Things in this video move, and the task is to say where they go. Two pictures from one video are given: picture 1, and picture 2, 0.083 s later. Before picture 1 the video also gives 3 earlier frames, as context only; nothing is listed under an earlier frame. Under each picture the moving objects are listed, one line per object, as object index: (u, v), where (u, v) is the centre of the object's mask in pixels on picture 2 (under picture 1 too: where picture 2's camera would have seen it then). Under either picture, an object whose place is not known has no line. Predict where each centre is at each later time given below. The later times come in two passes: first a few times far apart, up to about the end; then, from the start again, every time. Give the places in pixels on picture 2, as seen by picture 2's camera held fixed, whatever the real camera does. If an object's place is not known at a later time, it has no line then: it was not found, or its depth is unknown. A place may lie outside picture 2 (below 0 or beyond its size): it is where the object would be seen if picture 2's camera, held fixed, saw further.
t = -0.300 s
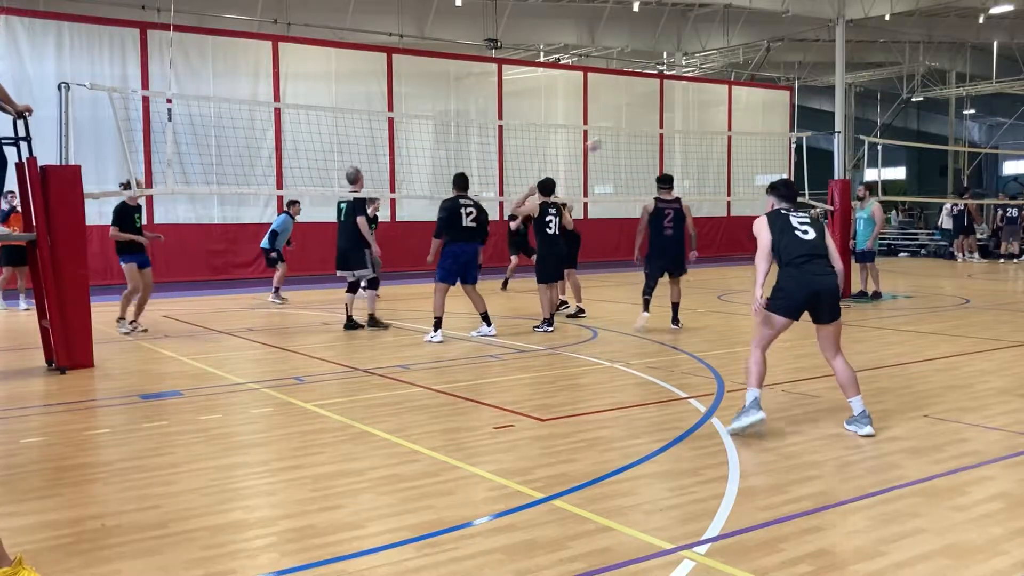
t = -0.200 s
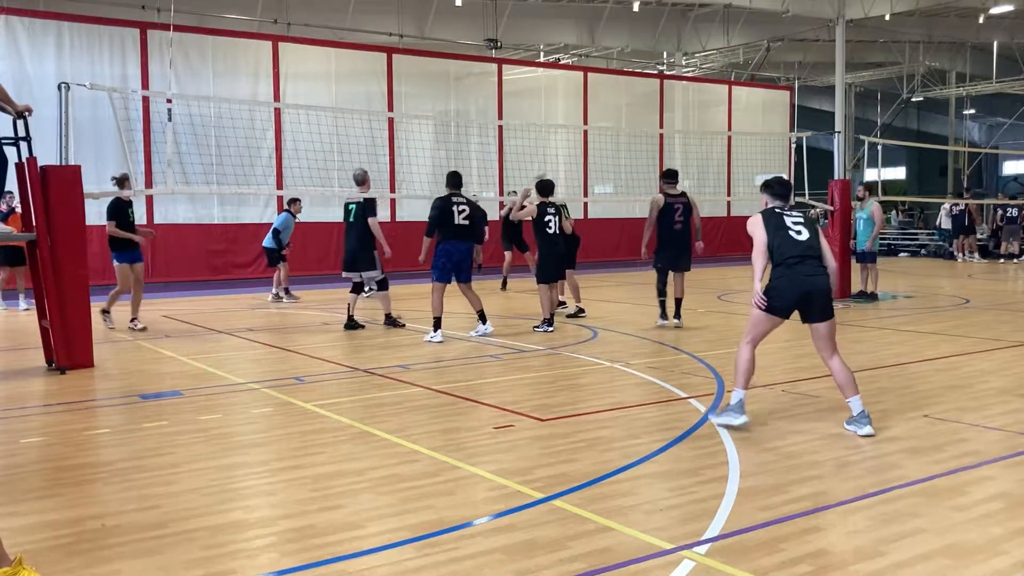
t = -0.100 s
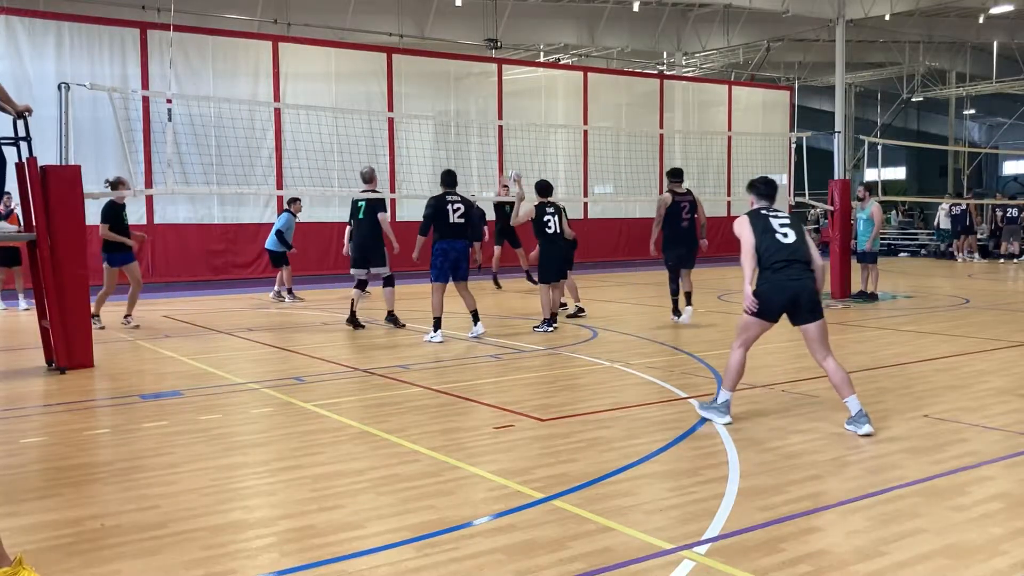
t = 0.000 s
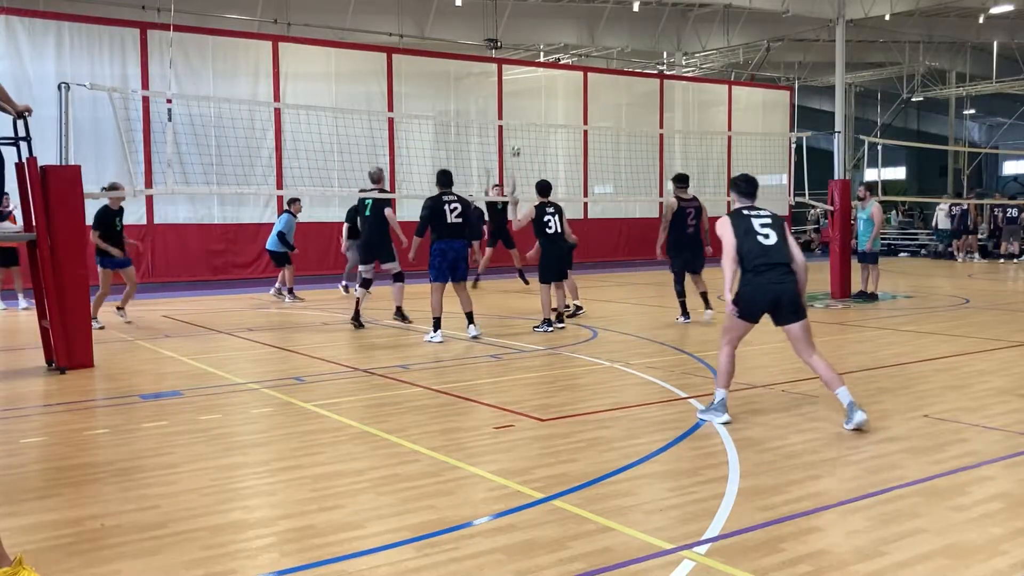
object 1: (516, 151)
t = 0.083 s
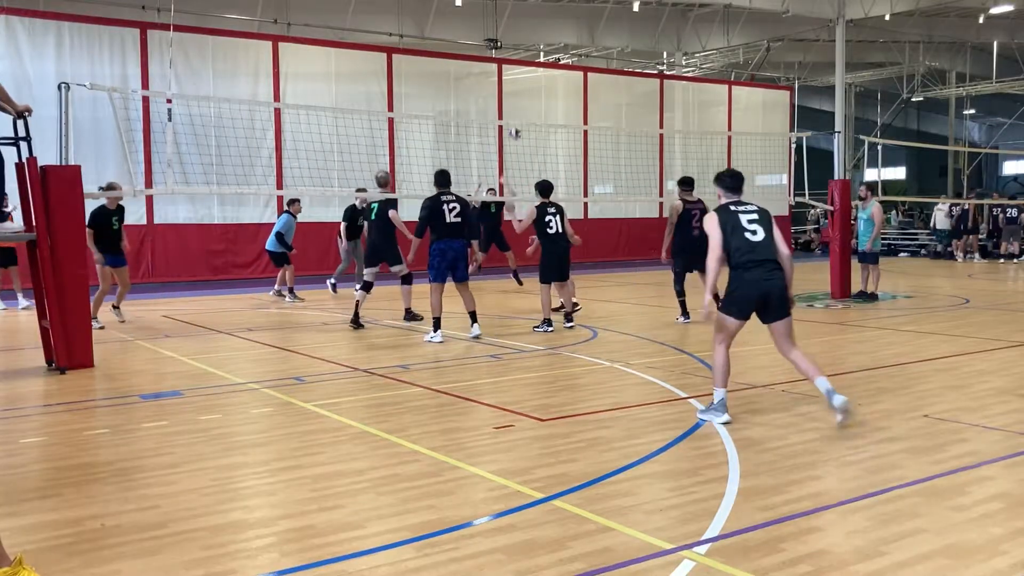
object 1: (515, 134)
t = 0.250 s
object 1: (516, 110)
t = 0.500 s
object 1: (519, 107)
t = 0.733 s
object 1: (522, 144)
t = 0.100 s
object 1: (515, 131)
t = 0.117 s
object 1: (515, 129)
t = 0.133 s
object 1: (516, 126)
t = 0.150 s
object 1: (516, 120)
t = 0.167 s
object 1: (517, 118)
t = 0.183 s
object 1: (516, 117)
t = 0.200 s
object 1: (516, 115)
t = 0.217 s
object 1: (516, 113)
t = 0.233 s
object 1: (516, 111)
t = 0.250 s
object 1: (516, 110)
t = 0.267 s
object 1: (517, 108)
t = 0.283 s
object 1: (517, 107)
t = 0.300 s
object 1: (517, 106)
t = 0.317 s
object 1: (517, 105)
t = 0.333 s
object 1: (518, 105)
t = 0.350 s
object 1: (518, 104)
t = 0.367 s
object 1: (518, 104)
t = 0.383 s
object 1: (518, 104)
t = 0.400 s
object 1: (518, 103)
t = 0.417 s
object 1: (518, 104)
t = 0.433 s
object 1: (518, 103)
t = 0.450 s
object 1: (518, 104)
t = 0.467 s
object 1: (518, 105)
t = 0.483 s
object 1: (518, 106)
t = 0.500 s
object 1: (519, 107)
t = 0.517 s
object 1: (519, 108)
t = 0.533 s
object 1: (519, 109)
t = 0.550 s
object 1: (520, 111)
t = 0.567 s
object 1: (520, 113)
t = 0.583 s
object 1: (520, 115)
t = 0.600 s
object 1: (520, 116)
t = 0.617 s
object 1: (521, 118)
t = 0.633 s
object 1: (522, 122)
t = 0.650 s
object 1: (522, 129)
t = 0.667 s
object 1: (523, 130)
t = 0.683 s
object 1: (521, 133)
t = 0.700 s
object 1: (522, 135)
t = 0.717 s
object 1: (522, 140)
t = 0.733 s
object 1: (522, 144)
